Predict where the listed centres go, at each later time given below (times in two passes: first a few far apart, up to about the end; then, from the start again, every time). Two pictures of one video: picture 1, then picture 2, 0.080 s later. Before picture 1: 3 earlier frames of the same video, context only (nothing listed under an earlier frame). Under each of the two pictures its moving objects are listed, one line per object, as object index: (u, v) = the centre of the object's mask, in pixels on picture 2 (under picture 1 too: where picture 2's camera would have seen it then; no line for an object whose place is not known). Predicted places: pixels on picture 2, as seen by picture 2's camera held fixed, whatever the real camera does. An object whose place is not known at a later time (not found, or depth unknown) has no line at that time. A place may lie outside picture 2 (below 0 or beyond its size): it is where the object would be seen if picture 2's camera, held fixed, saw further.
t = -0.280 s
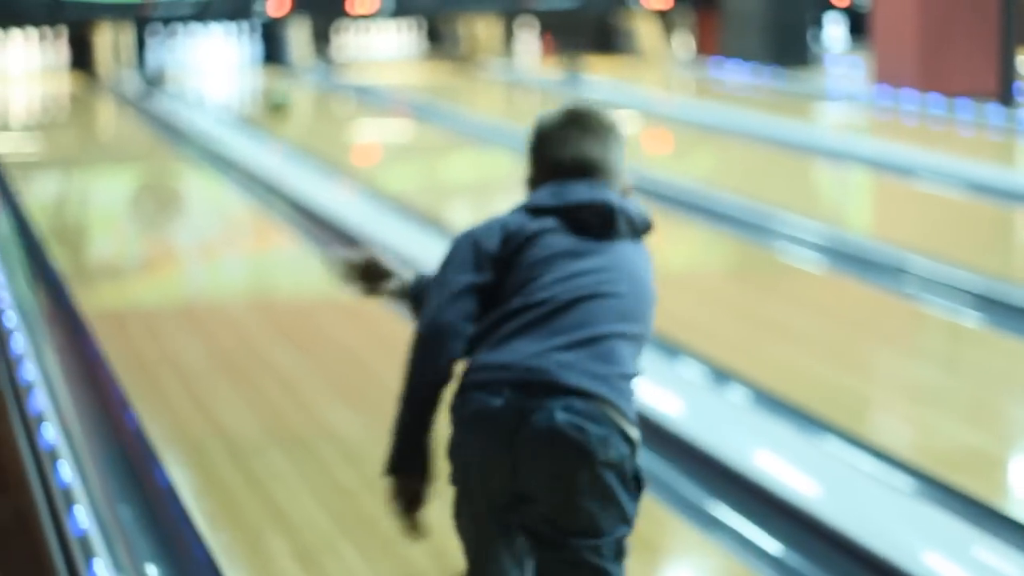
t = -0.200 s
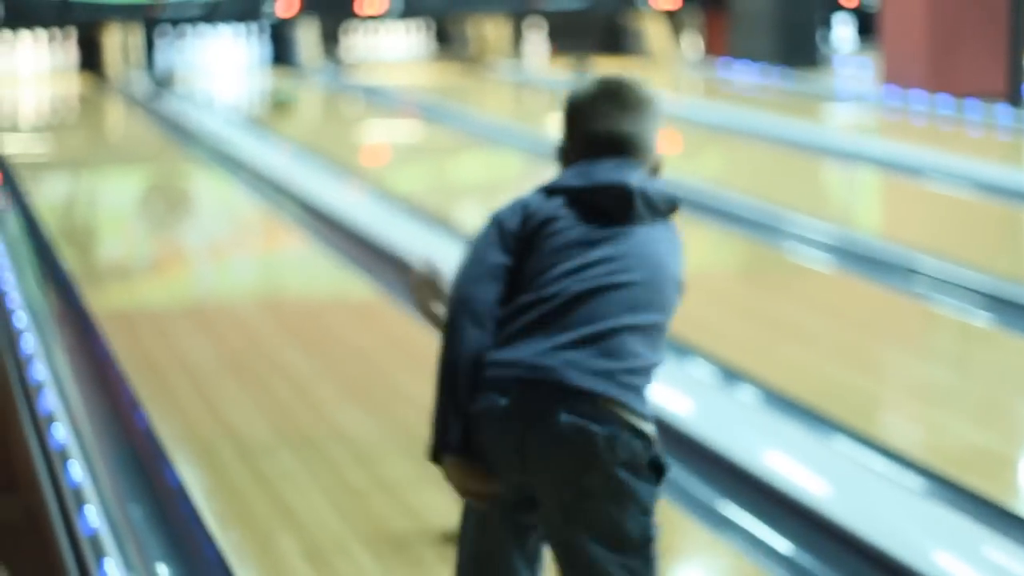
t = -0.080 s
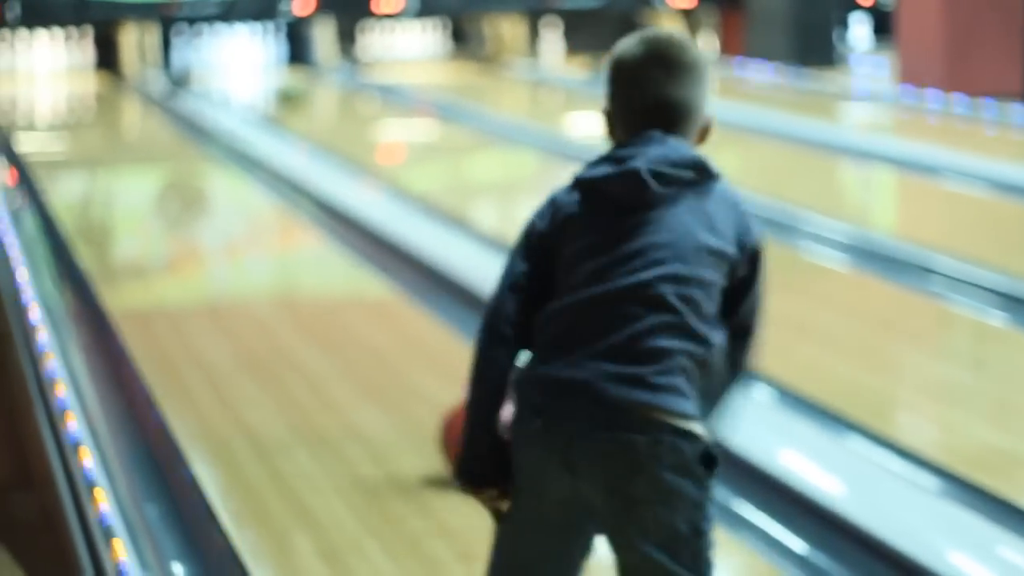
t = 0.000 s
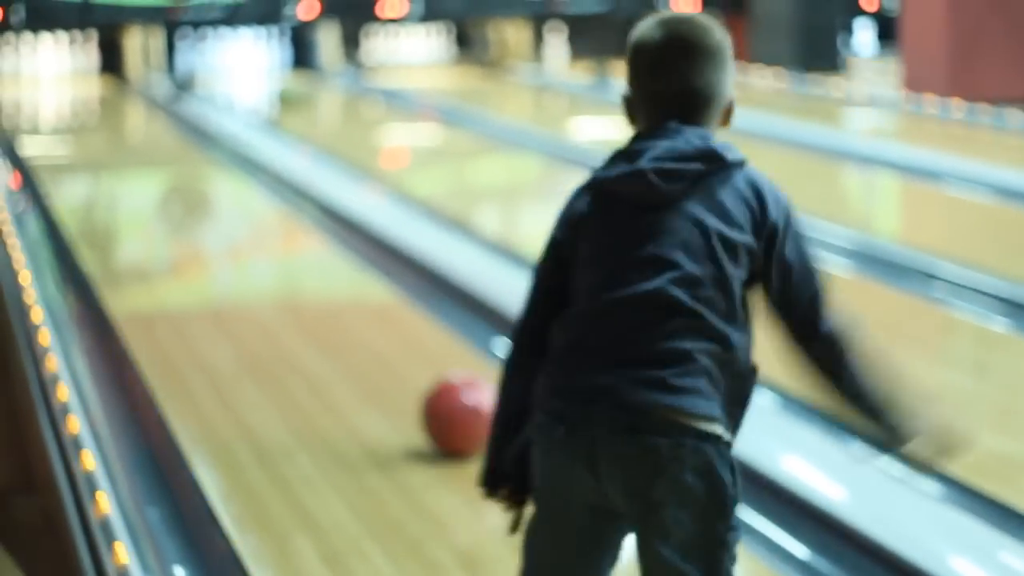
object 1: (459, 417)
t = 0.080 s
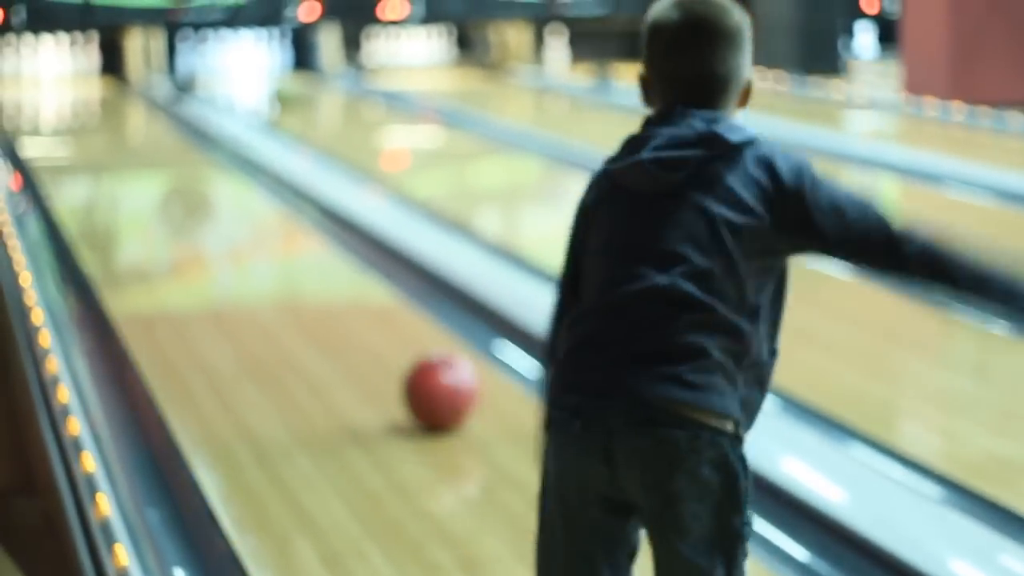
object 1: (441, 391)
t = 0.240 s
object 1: (406, 346)
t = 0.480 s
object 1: (366, 294)
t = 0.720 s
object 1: (335, 252)
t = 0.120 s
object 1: (432, 379)
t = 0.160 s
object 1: (423, 368)
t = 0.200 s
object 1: (414, 357)
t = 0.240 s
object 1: (406, 346)
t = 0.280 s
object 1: (399, 337)
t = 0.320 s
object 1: (392, 329)
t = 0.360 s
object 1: (385, 320)
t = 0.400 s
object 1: (378, 311)
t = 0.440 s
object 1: (372, 302)
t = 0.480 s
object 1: (366, 294)
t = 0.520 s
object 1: (360, 286)
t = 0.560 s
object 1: (355, 279)
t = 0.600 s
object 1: (349, 272)
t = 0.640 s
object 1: (344, 265)
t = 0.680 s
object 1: (340, 258)
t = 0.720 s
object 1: (335, 252)
